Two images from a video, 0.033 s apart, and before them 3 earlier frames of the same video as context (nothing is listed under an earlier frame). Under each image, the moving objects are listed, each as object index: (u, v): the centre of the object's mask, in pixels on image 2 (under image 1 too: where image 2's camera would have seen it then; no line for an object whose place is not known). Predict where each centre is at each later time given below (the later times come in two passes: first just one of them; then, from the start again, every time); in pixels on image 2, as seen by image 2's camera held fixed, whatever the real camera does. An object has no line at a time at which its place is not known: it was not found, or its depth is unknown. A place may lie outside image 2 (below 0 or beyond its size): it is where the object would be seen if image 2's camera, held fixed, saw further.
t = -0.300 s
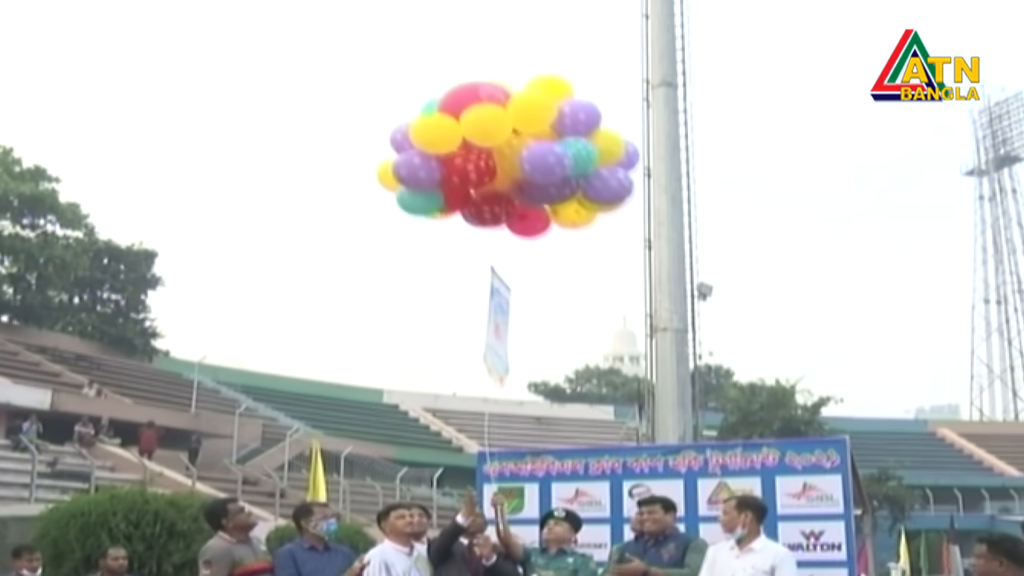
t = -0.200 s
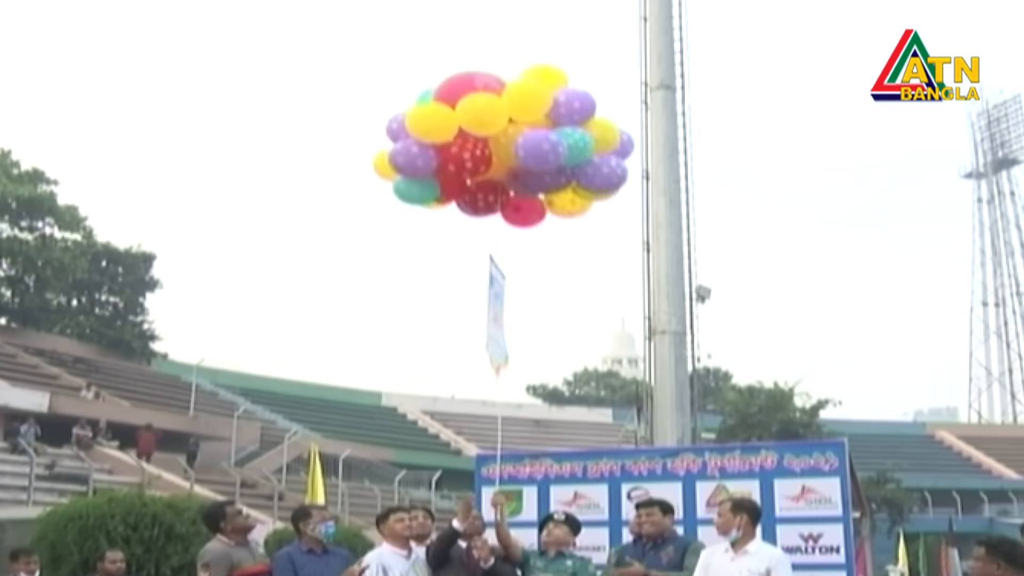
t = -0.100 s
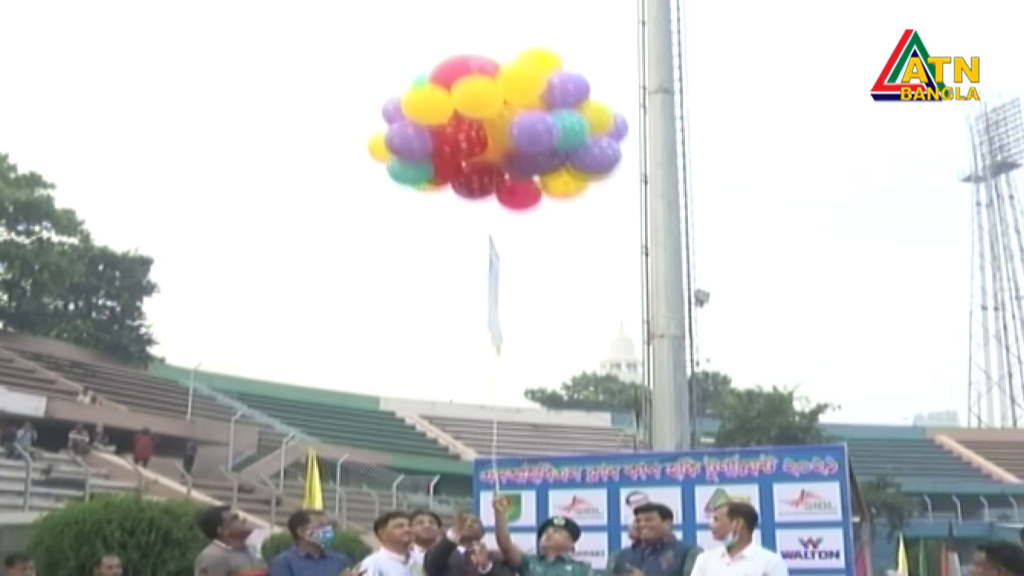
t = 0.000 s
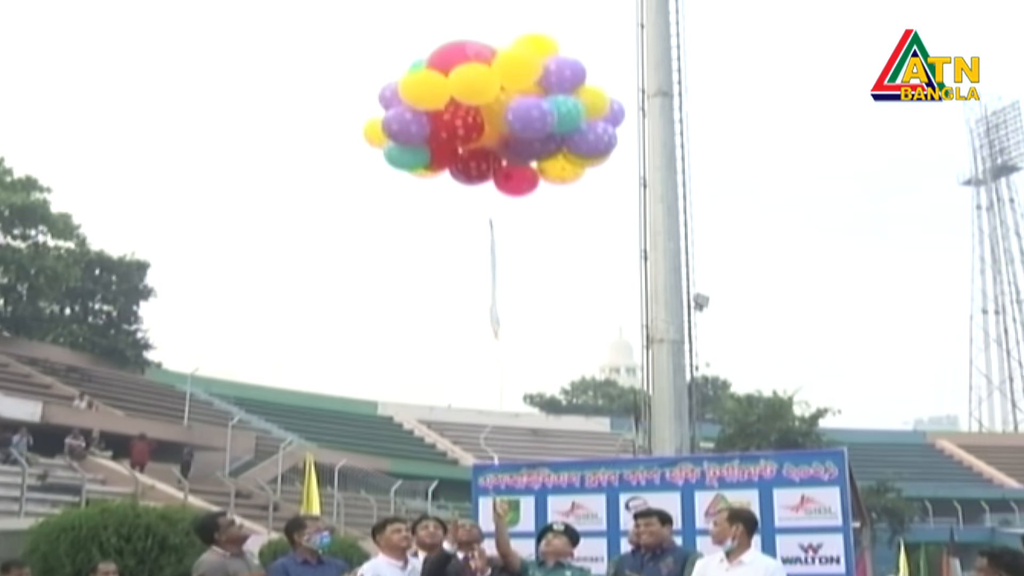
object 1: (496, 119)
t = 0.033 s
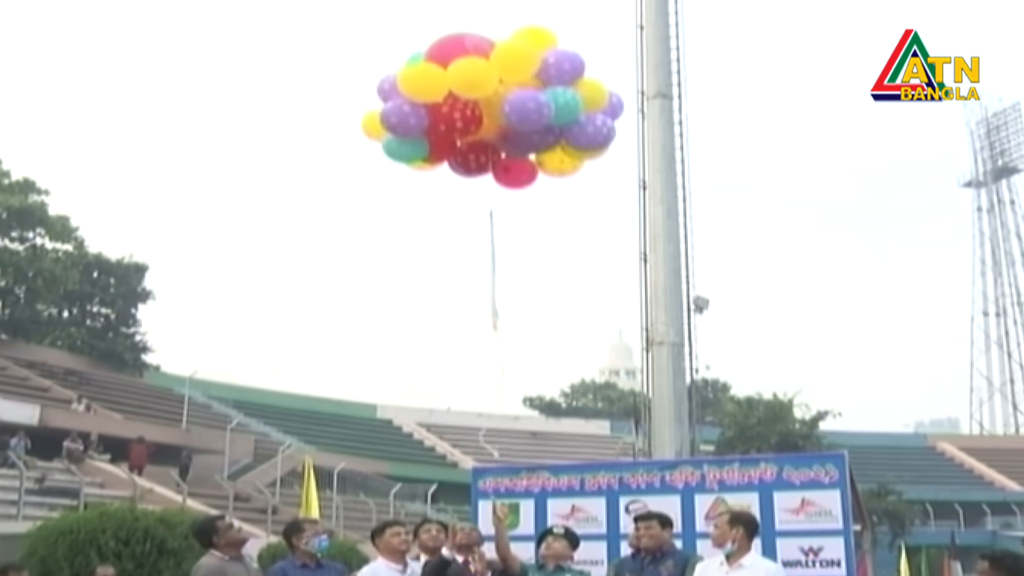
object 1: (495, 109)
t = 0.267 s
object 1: (493, 46)
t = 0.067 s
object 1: (494, 100)
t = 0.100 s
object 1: (494, 90)
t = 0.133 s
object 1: (493, 85)
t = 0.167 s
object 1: (493, 78)
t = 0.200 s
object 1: (492, 68)
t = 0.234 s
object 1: (492, 57)
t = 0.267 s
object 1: (493, 46)
